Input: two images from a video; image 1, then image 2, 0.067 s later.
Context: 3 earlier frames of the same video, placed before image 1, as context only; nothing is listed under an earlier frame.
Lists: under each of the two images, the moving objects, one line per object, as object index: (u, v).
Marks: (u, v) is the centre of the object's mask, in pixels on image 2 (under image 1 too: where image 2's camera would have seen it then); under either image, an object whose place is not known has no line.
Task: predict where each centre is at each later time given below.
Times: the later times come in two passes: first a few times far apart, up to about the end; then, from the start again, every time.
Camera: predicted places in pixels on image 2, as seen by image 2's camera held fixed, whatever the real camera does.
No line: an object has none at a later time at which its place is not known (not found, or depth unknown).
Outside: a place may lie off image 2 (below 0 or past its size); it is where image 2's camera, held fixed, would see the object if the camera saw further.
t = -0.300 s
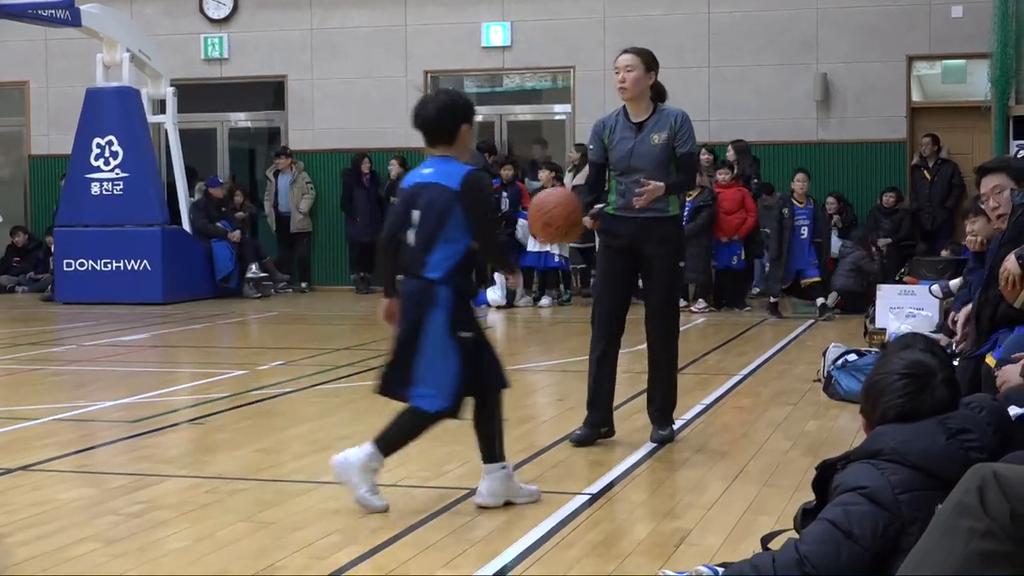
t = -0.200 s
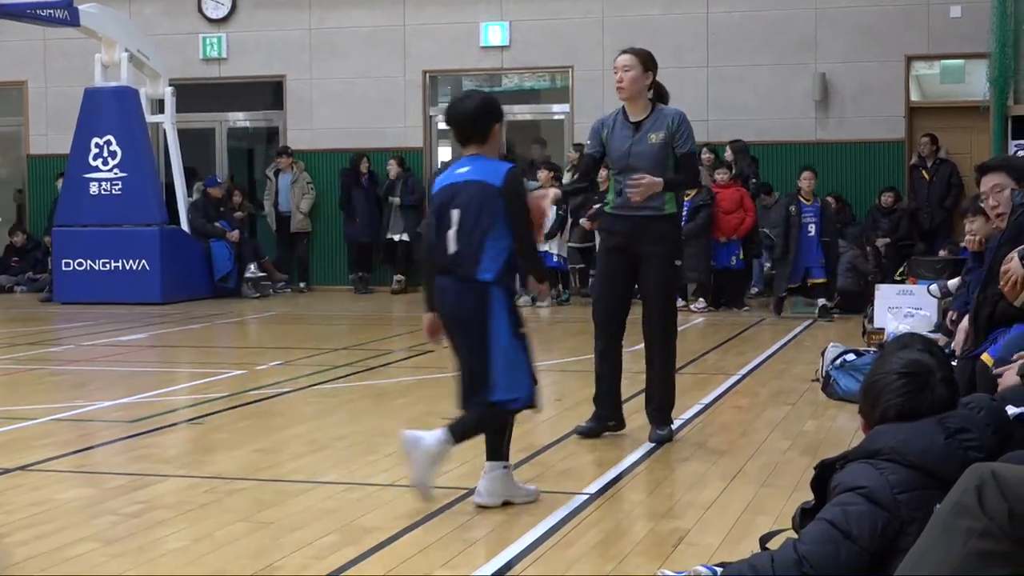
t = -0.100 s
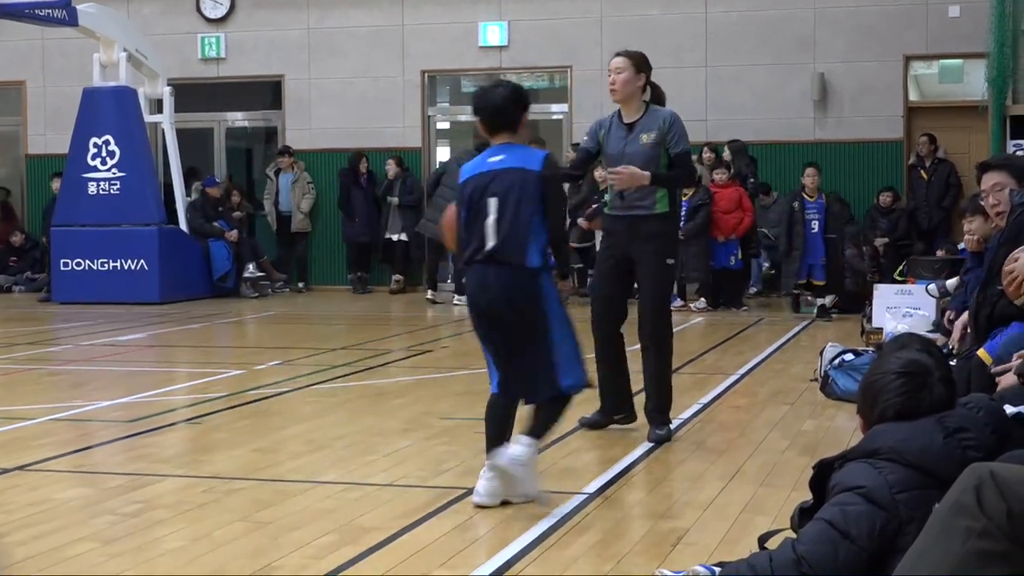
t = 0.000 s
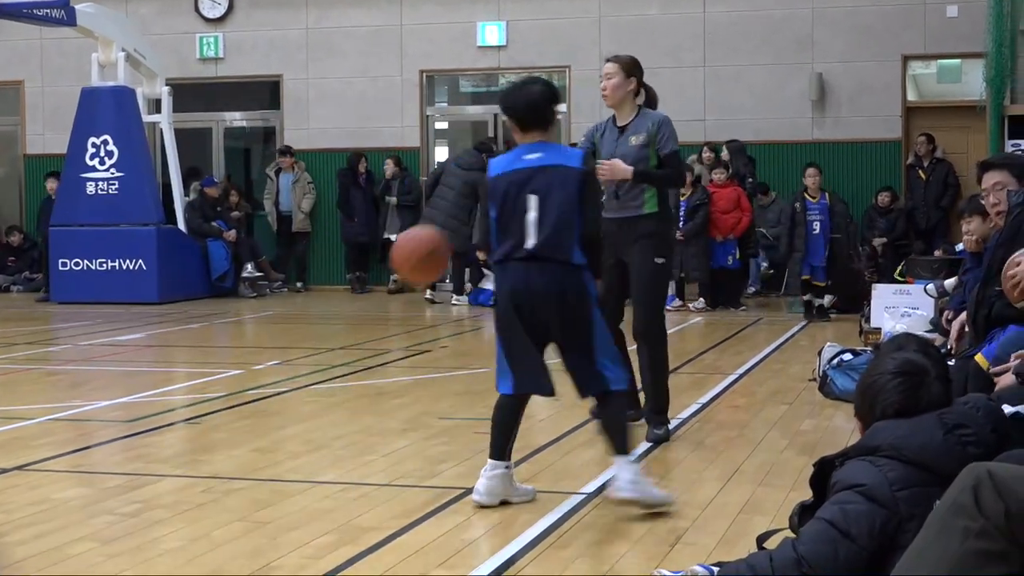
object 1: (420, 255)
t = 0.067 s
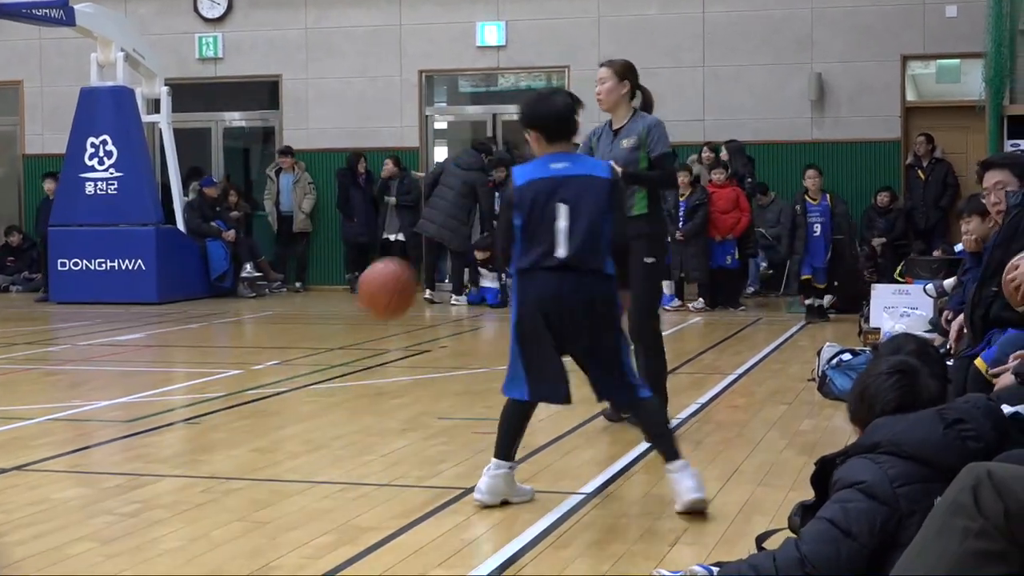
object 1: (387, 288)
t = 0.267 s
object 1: (284, 439)
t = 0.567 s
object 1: (145, 322)
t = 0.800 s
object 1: (27, 404)
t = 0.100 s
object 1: (369, 311)
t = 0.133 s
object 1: (353, 336)
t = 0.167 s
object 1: (336, 366)
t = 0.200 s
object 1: (317, 399)
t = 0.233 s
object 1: (301, 433)
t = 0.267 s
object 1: (284, 439)
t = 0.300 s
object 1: (270, 418)
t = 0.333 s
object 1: (256, 396)
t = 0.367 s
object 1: (240, 377)
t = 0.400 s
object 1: (225, 360)
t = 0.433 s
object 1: (209, 347)
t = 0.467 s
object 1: (193, 336)
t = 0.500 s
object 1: (178, 329)
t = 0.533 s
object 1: (161, 324)
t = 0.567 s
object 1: (145, 322)
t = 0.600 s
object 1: (128, 323)
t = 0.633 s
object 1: (111, 327)
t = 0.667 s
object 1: (94, 335)
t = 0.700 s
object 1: (76, 346)
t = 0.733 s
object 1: (57, 361)
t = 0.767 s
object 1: (38, 380)
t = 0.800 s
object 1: (27, 404)
